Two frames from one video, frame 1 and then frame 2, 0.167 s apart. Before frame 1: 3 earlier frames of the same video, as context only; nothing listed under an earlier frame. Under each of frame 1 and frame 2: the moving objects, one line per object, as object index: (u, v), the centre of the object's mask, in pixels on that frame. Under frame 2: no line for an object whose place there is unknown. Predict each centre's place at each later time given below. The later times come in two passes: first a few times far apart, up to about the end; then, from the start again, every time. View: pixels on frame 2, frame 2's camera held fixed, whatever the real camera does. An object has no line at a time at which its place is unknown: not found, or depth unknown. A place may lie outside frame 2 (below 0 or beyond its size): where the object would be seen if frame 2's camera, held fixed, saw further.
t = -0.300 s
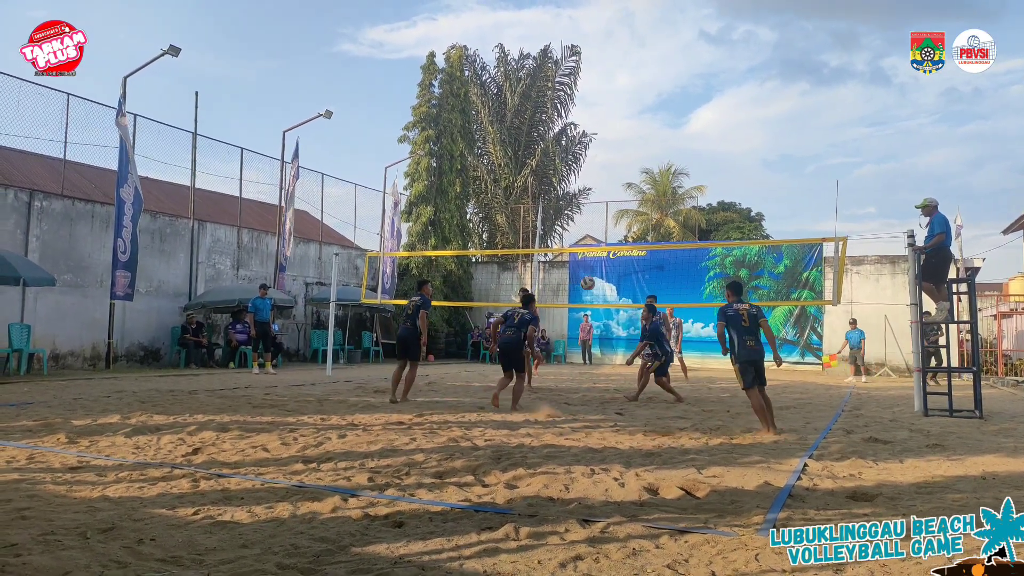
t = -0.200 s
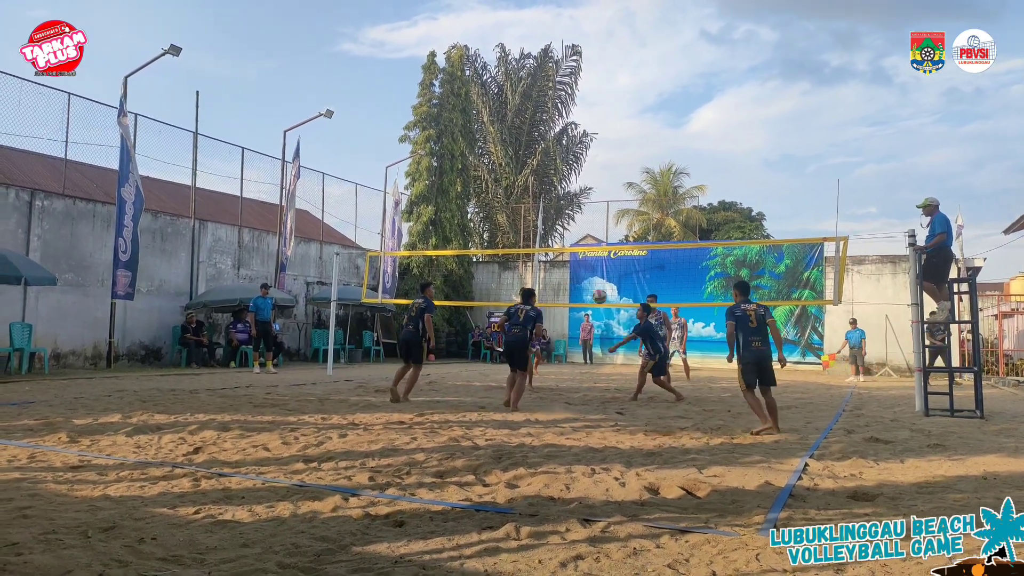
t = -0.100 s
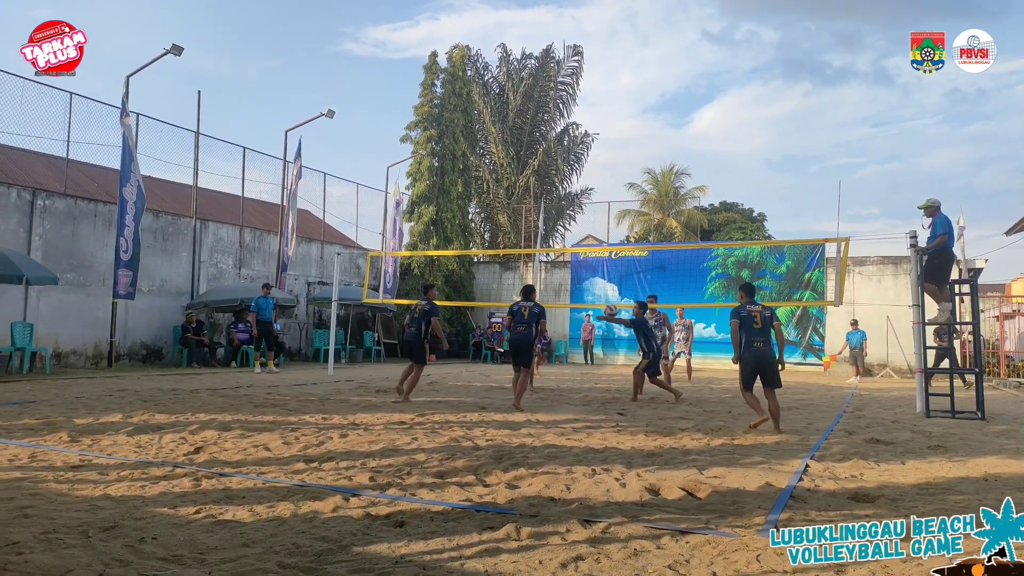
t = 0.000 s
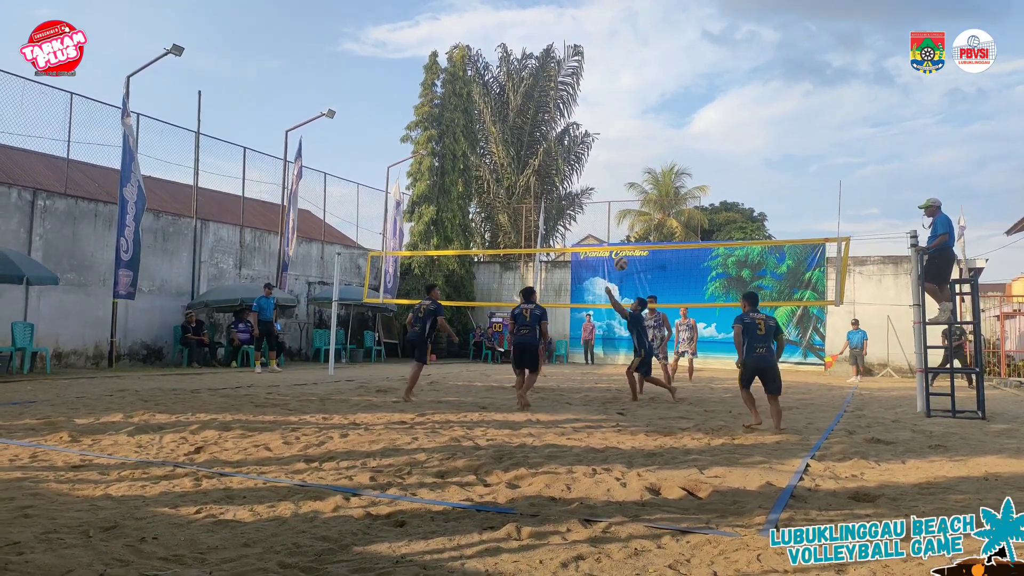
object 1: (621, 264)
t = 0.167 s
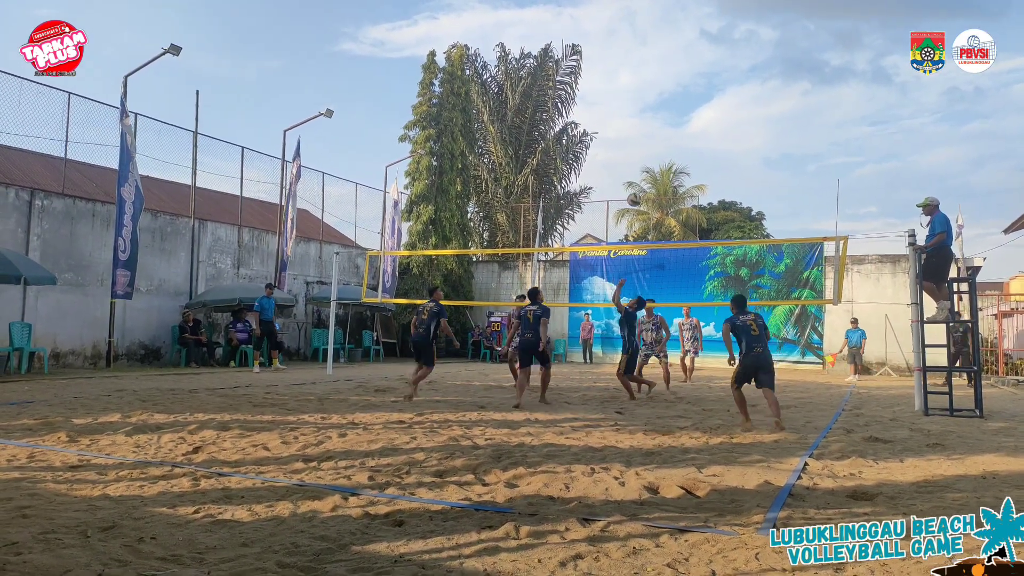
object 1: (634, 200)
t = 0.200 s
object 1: (638, 189)
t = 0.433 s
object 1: (659, 136)
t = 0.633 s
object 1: (677, 118)
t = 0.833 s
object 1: (695, 127)
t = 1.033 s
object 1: (712, 160)
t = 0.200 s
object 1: (638, 189)
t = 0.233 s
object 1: (641, 179)
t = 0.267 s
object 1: (644, 170)
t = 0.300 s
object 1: (647, 162)
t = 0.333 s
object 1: (650, 155)
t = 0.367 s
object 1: (652, 148)
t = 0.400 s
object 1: (656, 142)
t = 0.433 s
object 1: (659, 136)
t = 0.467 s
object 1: (662, 131)
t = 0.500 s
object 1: (665, 128)
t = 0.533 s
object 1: (668, 125)
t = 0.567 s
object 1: (671, 122)
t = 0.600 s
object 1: (674, 120)
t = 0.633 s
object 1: (677, 118)
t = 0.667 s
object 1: (680, 118)
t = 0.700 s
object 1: (683, 118)
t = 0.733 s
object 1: (686, 119)
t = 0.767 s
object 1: (689, 121)
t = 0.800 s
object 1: (692, 124)
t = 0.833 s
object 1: (695, 127)
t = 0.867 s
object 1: (698, 131)
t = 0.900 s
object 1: (701, 135)
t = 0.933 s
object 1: (704, 140)
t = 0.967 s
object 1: (707, 146)
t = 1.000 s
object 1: (710, 153)
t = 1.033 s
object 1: (712, 160)
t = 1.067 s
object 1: (715, 169)
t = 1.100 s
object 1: (718, 178)
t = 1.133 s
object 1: (721, 187)
